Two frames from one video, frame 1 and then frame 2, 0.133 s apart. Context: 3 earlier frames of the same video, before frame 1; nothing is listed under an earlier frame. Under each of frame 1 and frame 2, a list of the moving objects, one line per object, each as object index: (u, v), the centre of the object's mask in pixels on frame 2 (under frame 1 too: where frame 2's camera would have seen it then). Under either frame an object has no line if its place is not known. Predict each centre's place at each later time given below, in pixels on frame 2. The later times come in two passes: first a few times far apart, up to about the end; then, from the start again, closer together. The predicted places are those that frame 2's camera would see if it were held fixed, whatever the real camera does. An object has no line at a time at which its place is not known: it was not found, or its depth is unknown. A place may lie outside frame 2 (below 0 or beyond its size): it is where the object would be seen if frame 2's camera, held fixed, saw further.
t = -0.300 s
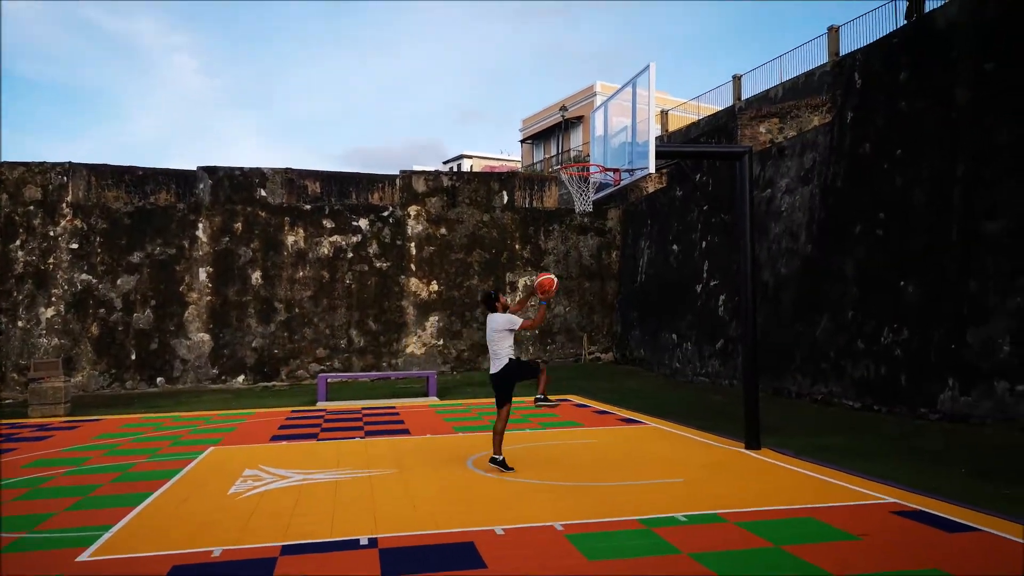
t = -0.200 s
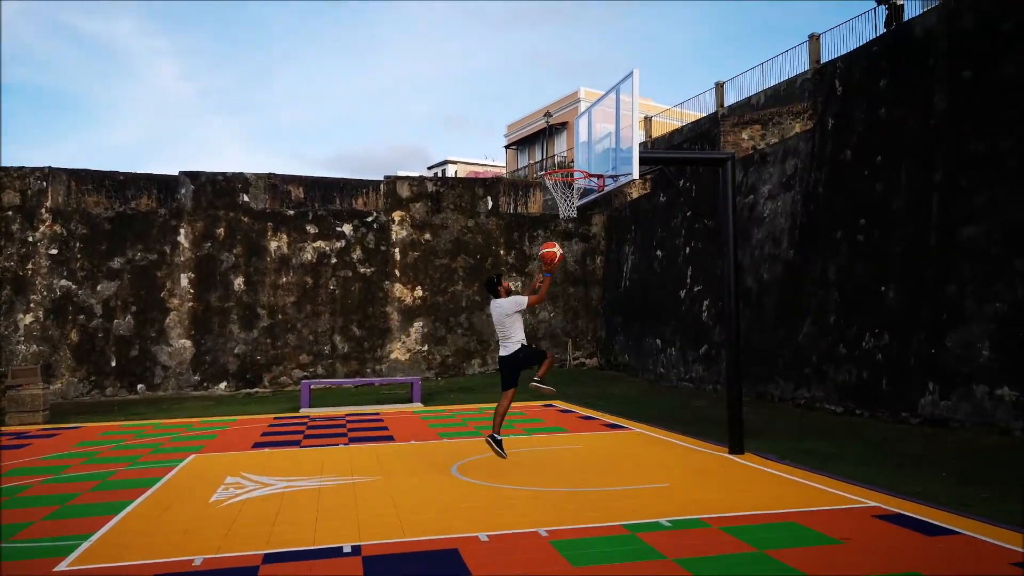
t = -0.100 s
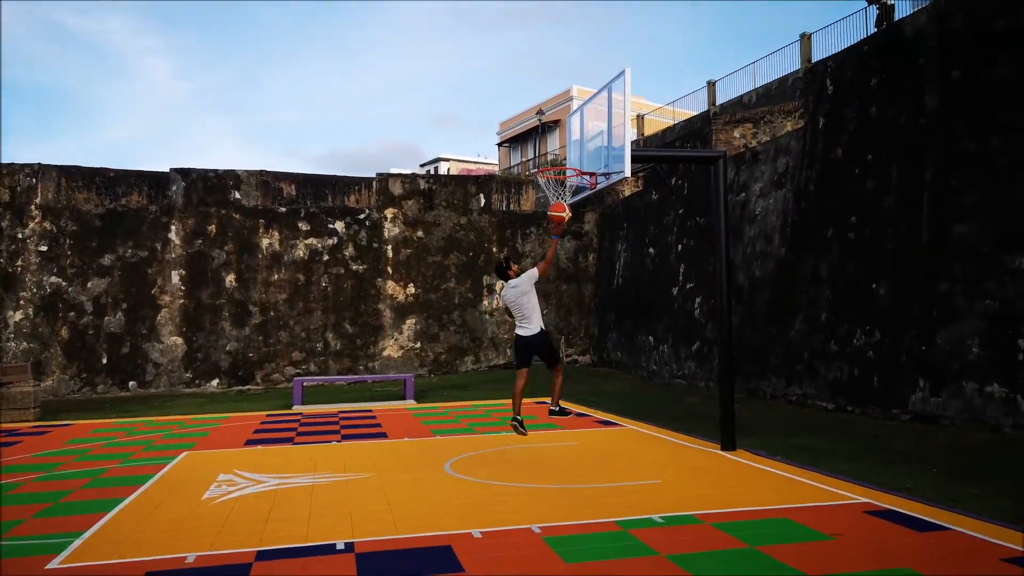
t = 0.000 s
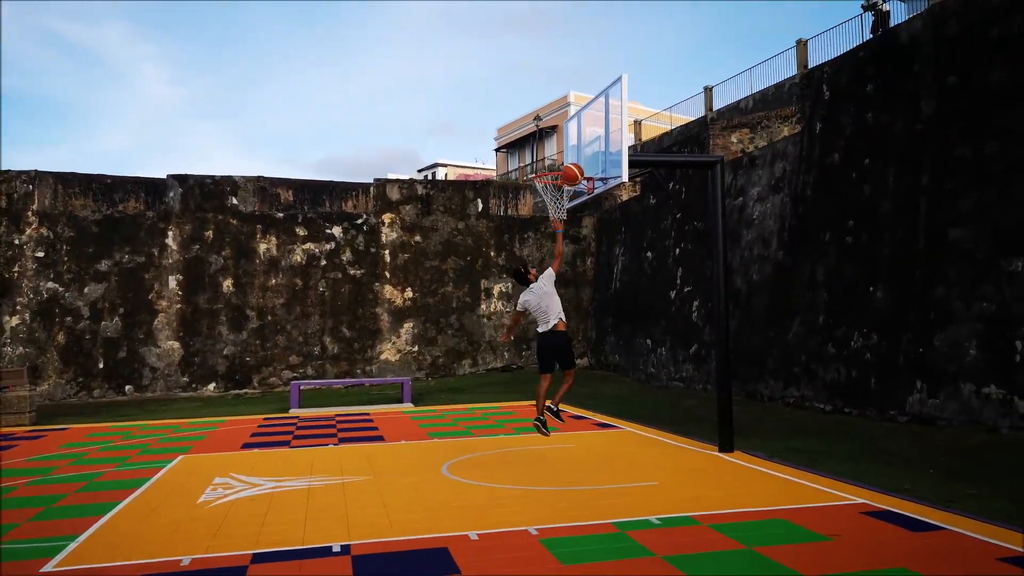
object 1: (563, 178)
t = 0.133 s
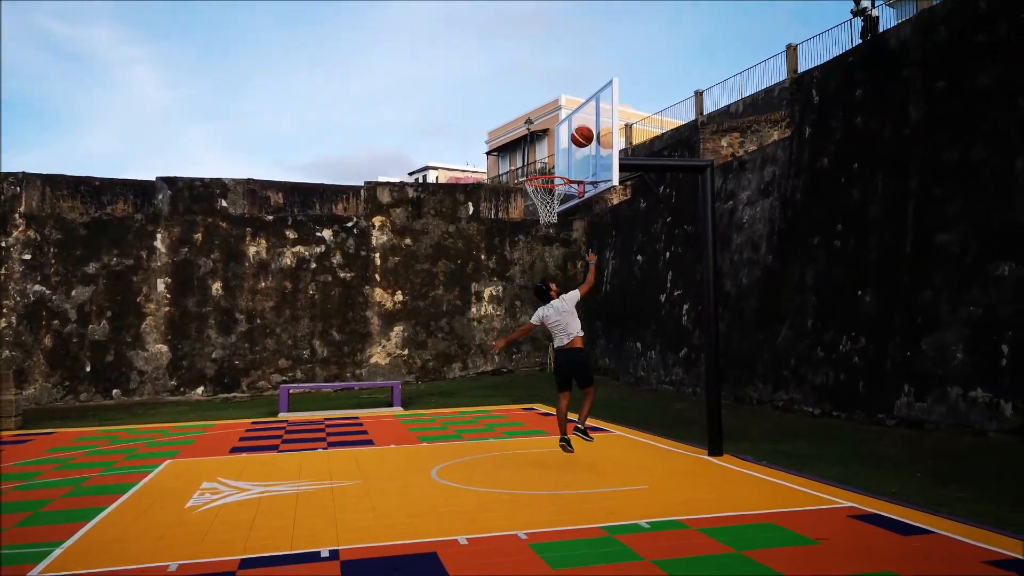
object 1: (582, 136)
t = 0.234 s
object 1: (575, 123)
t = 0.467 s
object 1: (548, 135)
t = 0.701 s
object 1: (523, 171)
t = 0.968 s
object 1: (495, 228)
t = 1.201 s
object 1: (469, 344)
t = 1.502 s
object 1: (442, 413)
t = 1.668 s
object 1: (434, 337)
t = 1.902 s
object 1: (422, 275)
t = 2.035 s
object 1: (415, 266)
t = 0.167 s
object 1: (583, 128)
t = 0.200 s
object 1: (579, 125)
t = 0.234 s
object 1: (575, 123)
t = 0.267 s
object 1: (571, 123)
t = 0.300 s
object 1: (566, 120)
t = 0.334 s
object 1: (563, 122)
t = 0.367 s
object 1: (559, 124)
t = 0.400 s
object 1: (556, 127)
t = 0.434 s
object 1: (552, 130)
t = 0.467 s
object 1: (548, 135)
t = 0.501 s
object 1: (544, 141)
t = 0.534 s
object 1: (541, 148)
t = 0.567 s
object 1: (537, 156)
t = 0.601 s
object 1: (534, 165)
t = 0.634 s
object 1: (530, 168)
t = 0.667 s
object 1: (527, 169)
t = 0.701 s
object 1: (523, 171)
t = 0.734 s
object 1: (520, 174)
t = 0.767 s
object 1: (516, 177)
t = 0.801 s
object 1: (513, 183)
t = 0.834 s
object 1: (509, 189)
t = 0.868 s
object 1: (506, 197)
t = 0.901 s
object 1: (502, 207)
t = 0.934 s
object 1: (498, 216)
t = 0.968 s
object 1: (495, 228)
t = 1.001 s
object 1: (492, 241)
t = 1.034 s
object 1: (488, 254)
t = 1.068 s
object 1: (485, 269)
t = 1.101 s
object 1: (481, 286)
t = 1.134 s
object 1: (477, 303)
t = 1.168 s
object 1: (473, 323)
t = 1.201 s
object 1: (469, 344)
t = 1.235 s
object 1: (466, 366)
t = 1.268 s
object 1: (462, 389)
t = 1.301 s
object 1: (458, 415)
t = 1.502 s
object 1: (442, 413)
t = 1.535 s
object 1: (440, 396)
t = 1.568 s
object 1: (439, 379)
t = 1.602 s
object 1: (437, 364)
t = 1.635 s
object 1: (435, 350)
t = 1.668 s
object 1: (434, 337)
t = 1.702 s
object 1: (432, 324)
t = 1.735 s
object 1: (430, 313)
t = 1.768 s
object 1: (429, 303)
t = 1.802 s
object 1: (427, 294)
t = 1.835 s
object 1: (425, 287)
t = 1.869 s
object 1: (424, 280)
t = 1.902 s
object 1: (422, 275)
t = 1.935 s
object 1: (421, 271)
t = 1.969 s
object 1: (419, 268)
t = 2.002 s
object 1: (418, 267)
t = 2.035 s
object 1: (415, 266)
